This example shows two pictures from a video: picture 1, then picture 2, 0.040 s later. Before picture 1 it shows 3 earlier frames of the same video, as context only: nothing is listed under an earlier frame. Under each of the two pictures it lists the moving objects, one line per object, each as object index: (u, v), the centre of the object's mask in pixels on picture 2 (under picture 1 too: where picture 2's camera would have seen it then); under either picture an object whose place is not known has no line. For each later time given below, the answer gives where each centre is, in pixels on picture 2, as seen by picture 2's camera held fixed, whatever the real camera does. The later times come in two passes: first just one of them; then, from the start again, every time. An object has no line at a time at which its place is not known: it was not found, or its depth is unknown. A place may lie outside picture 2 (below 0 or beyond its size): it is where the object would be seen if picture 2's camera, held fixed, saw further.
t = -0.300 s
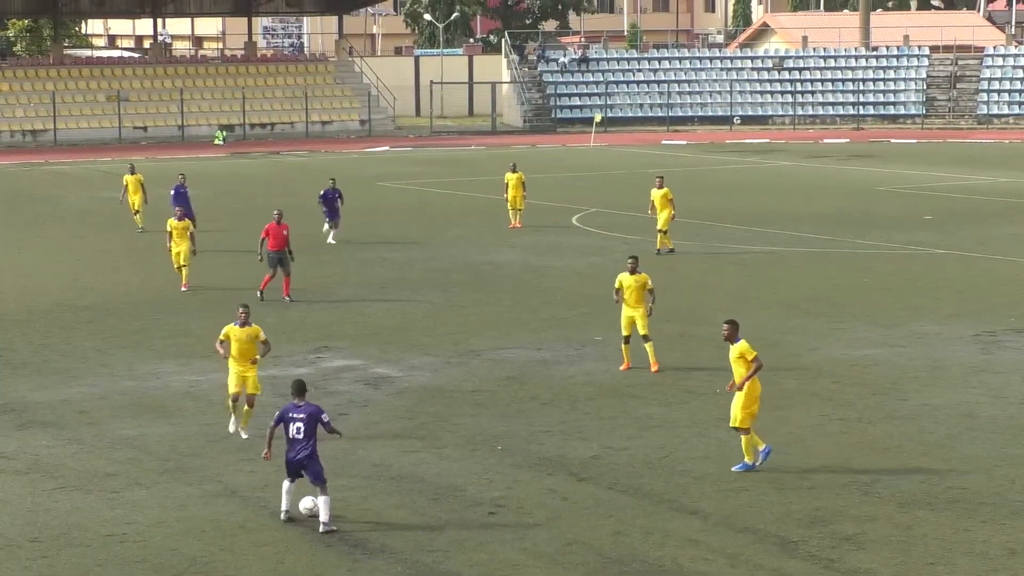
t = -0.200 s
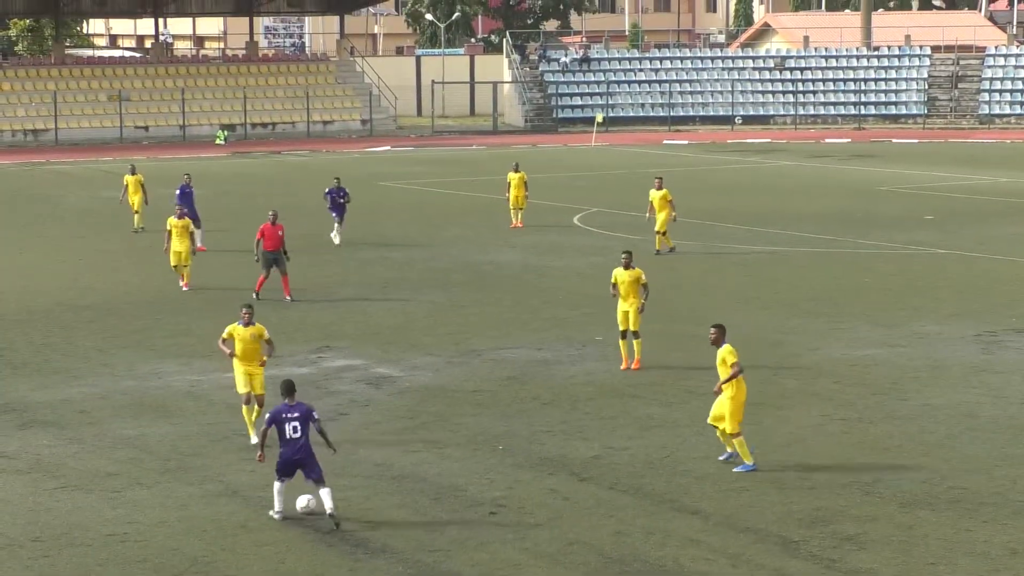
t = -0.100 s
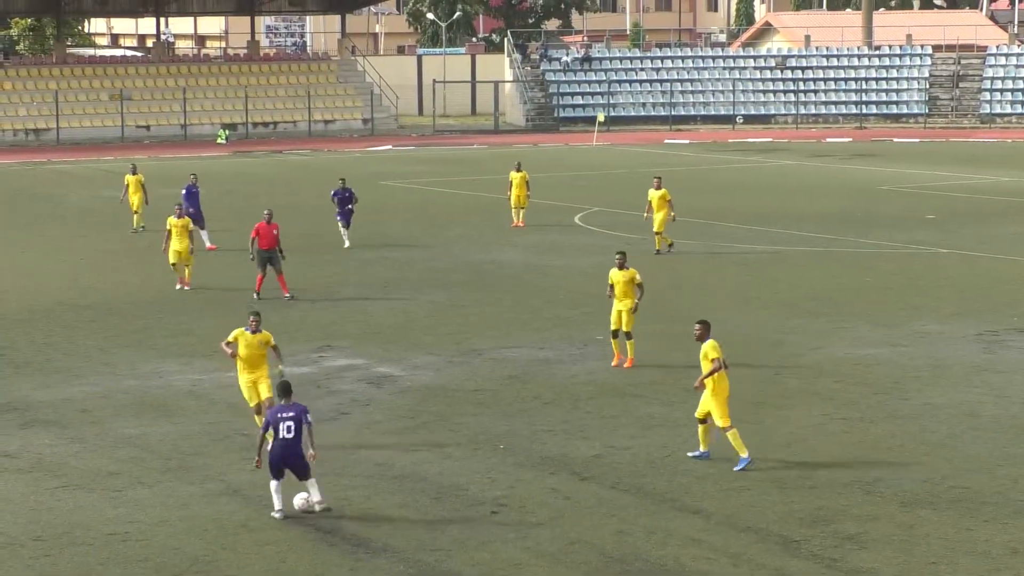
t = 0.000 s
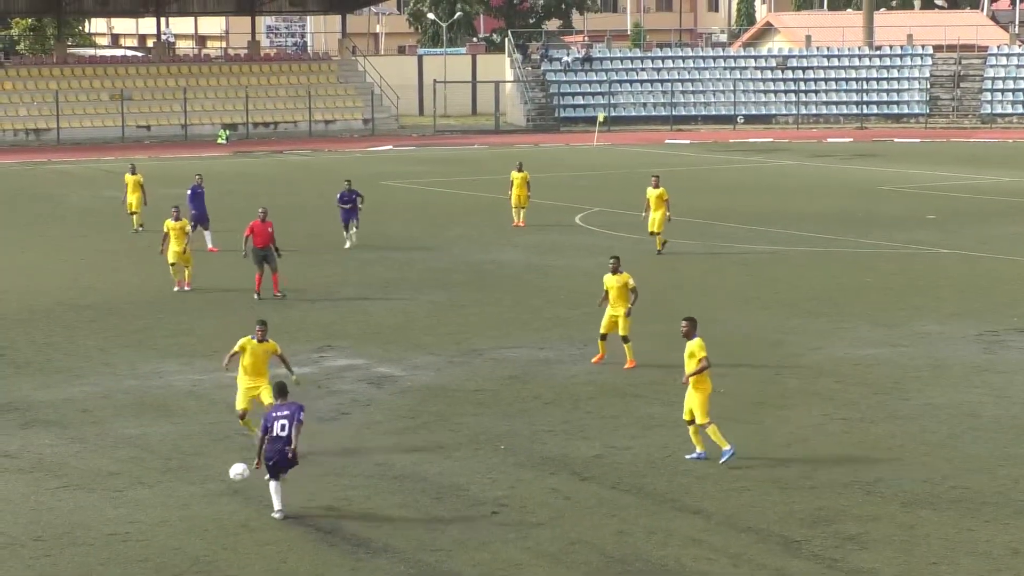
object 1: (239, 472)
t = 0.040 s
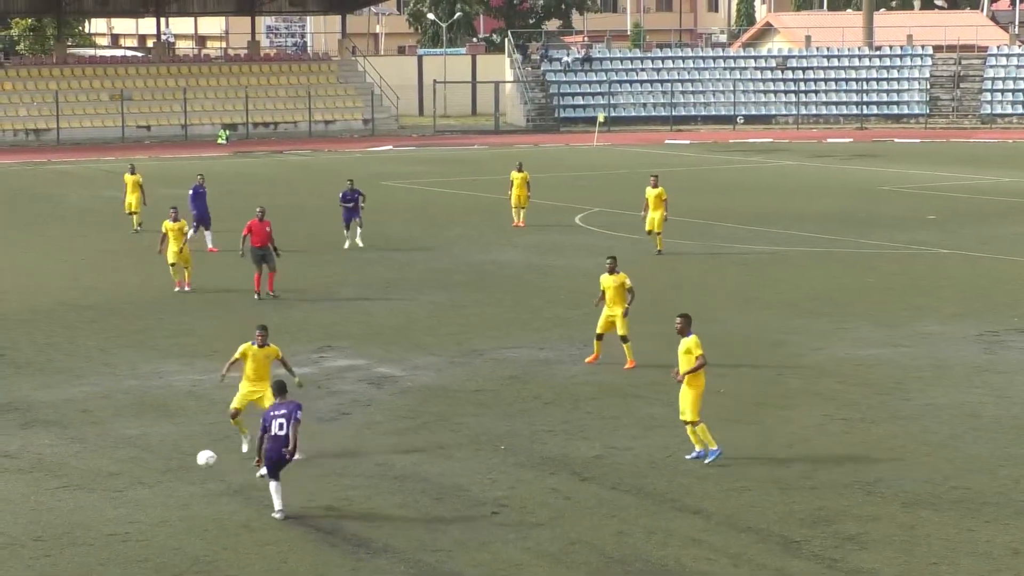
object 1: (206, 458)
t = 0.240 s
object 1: (55, 419)
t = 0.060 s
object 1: (190, 452)
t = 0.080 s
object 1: (174, 447)
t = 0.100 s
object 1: (159, 442)
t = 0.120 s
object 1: (144, 437)
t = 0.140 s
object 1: (128, 433)
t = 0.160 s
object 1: (113, 429)
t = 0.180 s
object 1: (99, 426)
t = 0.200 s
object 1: (84, 423)
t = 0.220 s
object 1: (70, 421)
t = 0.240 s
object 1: (55, 419)
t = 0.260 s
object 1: (41, 418)
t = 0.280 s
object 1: (26, 416)
